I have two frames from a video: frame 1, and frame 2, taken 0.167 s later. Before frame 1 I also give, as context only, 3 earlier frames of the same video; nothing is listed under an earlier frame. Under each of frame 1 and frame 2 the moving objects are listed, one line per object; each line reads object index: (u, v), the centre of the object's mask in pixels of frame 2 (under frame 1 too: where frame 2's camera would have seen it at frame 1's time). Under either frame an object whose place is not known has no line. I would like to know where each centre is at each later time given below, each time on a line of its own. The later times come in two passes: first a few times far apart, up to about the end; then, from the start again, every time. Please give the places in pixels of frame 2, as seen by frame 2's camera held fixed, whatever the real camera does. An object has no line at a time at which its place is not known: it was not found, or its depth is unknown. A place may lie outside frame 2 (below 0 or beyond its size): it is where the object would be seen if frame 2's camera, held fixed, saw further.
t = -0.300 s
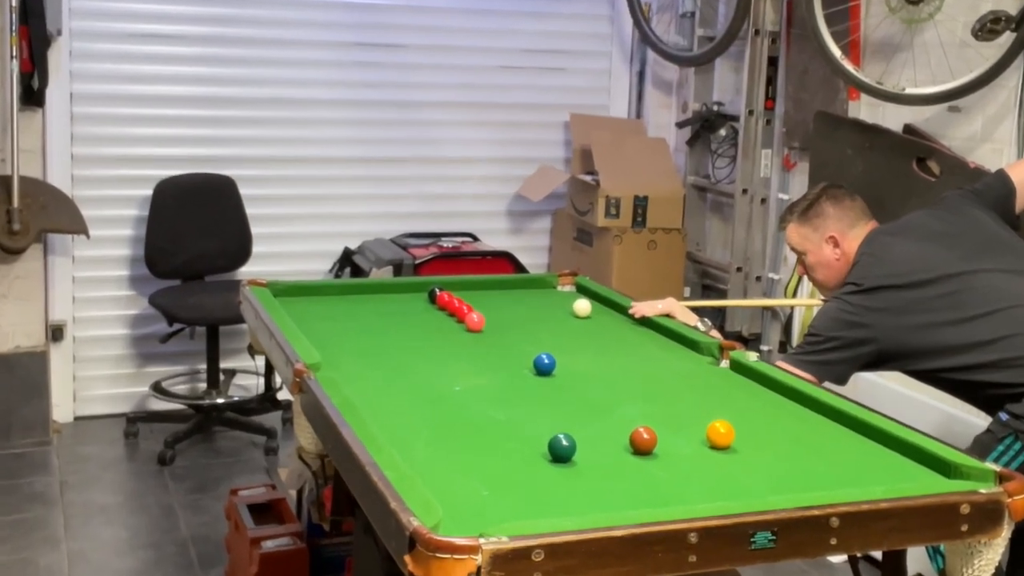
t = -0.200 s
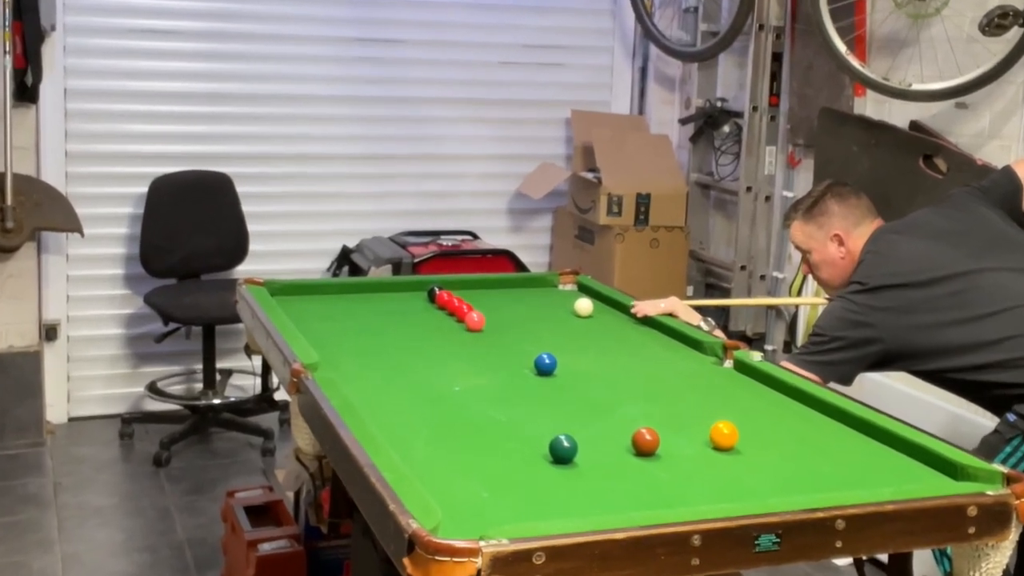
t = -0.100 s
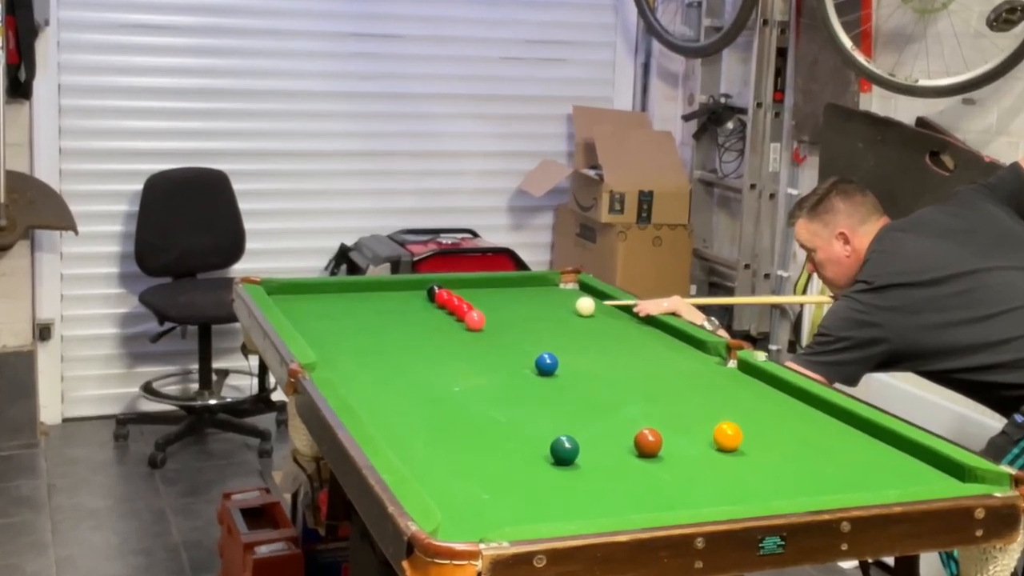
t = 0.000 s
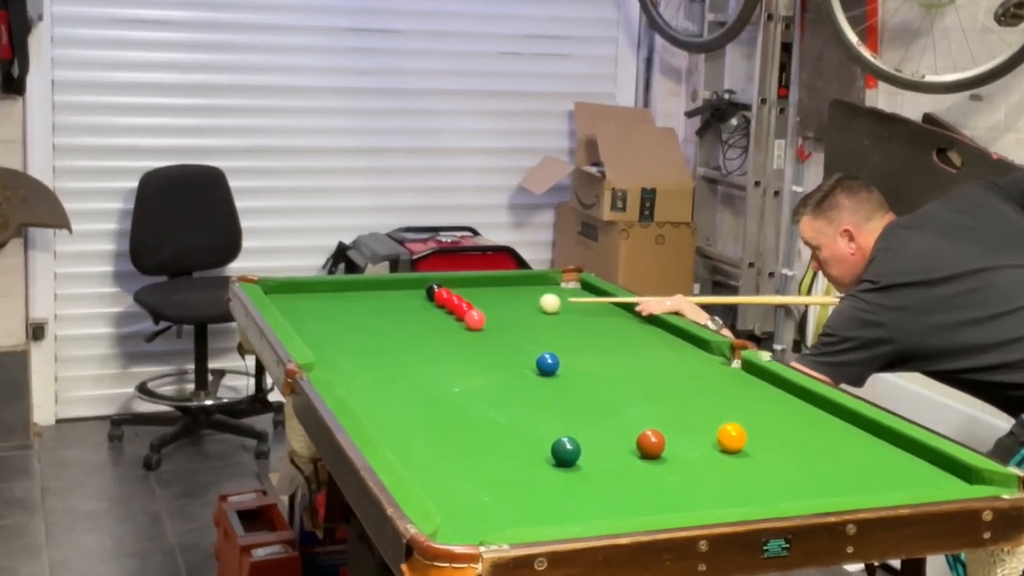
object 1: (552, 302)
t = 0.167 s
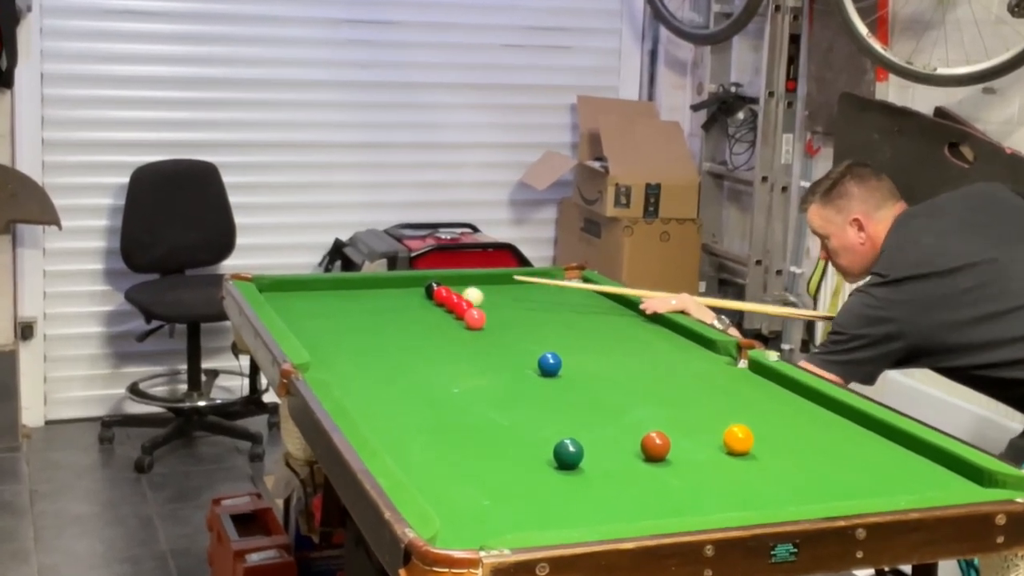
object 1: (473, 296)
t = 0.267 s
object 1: (462, 292)
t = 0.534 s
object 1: (436, 296)
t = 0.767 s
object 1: (419, 296)
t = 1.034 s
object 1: (403, 296)
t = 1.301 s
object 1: (391, 296)
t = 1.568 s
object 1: (383, 296)
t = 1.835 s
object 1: (380, 296)
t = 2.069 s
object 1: (380, 296)
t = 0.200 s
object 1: (465, 293)
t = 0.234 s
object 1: (464, 293)
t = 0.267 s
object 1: (462, 292)
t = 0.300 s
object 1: (458, 292)
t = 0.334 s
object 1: (452, 291)
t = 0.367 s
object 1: (448, 292)
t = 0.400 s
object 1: (444, 294)
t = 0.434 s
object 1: (442, 295)
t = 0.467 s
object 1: (440, 296)
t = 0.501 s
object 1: (438, 296)
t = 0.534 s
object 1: (436, 296)
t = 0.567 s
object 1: (433, 297)
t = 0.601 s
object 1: (431, 296)
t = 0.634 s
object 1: (428, 296)
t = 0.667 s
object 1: (425, 296)
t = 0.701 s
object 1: (423, 296)
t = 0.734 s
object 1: (421, 296)
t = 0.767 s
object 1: (419, 296)
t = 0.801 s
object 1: (416, 296)
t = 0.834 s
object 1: (415, 296)
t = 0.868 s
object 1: (412, 296)
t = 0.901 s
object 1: (410, 296)
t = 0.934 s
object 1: (408, 296)
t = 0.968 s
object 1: (406, 296)
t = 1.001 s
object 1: (405, 296)
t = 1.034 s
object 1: (403, 296)
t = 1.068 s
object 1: (401, 296)
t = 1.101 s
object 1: (399, 296)
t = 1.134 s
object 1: (398, 296)
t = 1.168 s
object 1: (396, 296)
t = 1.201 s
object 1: (395, 296)
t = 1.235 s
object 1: (394, 296)
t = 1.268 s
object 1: (392, 296)
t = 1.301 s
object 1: (391, 296)
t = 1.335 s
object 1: (390, 296)
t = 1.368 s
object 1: (389, 296)
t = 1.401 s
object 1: (388, 296)
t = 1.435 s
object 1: (387, 296)
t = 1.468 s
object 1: (386, 296)
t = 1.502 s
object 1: (385, 296)
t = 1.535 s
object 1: (384, 296)
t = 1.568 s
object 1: (383, 296)
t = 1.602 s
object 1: (383, 296)
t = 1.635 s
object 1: (382, 296)
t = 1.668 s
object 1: (382, 296)
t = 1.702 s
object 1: (381, 296)
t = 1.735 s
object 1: (381, 296)
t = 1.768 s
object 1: (380, 296)
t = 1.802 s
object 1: (380, 296)
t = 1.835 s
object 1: (380, 296)
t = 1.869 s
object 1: (380, 296)
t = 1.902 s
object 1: (380, 296)
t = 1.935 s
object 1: (380, 296)
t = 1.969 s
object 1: (380, 296)
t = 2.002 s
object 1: (380, 296)
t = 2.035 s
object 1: (380, 296)
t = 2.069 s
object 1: (380, 296)
